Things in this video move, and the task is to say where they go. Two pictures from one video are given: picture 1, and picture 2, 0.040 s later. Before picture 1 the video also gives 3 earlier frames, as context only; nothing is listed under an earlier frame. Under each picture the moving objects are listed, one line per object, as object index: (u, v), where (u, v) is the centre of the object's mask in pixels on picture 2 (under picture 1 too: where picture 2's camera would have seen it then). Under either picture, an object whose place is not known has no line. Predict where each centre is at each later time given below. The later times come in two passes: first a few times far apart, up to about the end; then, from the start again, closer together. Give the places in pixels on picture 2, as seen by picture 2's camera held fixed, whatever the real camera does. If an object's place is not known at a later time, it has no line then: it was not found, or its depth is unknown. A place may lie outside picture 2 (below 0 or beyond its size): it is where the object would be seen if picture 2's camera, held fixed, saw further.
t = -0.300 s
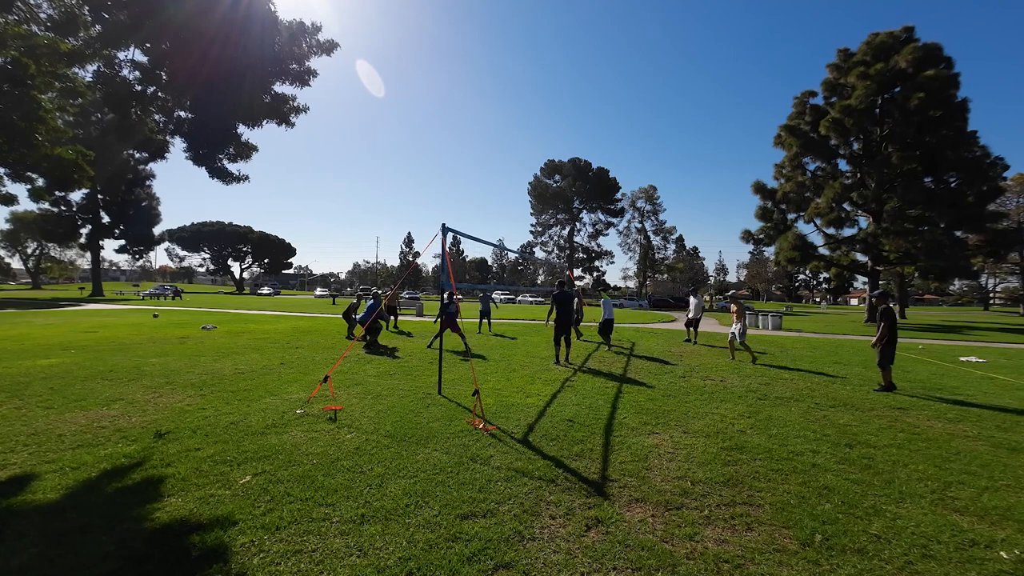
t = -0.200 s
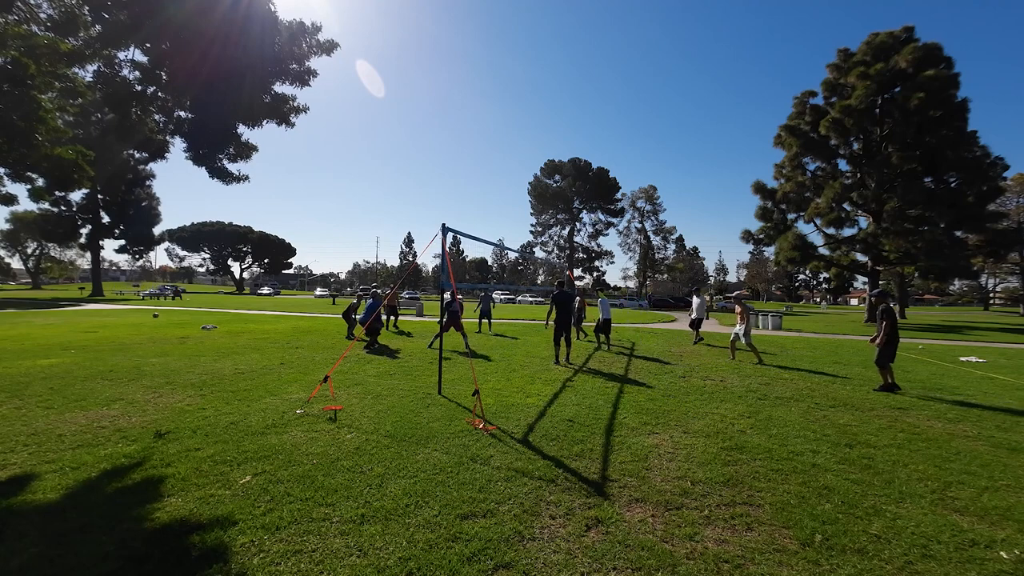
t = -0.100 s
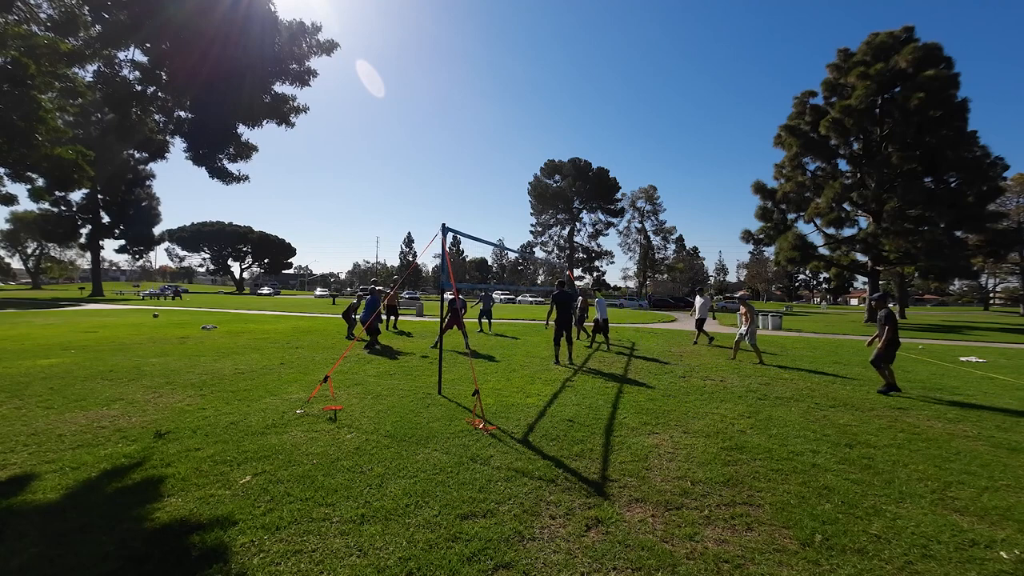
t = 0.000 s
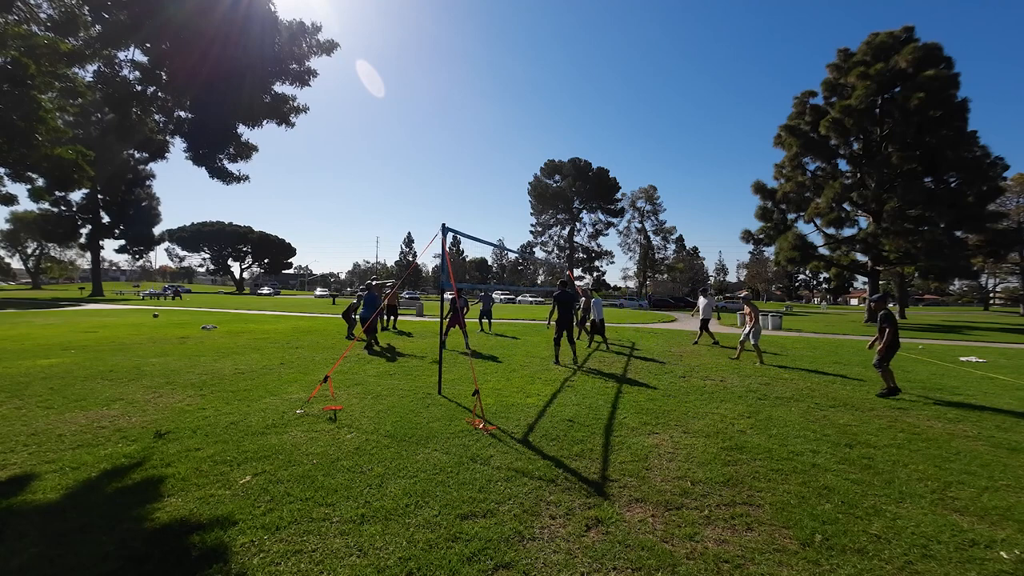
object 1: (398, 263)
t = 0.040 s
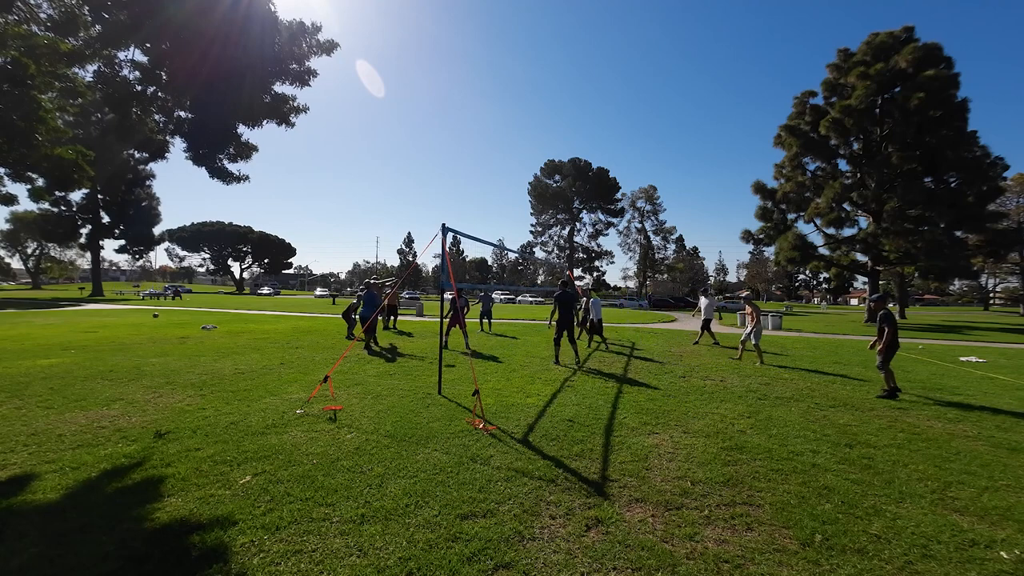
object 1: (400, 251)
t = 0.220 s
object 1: (411, 206)
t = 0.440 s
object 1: (423, 168)
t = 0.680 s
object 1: (435, 148)
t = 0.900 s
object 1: (444, 148)
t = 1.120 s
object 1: (453, 163)
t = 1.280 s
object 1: (459, 184)
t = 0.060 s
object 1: (401, 245)
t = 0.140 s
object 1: (406, 224)
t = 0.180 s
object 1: (409, 215)
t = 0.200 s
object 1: (410, 210)
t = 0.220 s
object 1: (411, 206)
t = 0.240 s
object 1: (412, 201)
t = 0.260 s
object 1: (414, 197)
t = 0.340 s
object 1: (418, 183)
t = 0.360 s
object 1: (419, 180)
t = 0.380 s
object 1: (420, 176)
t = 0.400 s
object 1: (421, 173)
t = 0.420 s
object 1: (422, 171)
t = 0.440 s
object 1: (423, 168)
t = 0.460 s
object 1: (424, 165)
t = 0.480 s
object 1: (425, 163)
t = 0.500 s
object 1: (426, 161)
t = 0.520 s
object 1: (427, 159)
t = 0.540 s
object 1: (428, 157)
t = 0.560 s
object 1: (429, 155)
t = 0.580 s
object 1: (430, 154)
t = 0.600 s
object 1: (431, 152)
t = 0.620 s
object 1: (432, 151)
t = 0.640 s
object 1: (433, 150)
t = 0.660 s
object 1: (434, 149)
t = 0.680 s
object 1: (435, 148)
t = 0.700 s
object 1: (436, 147)
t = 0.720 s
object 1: (436, 146)
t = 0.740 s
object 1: (437, 146)
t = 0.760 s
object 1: (438, 146)
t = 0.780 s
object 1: (439, 146)
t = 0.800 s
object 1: (440, 146)
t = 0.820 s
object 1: (441, 146)
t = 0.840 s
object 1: (442, 146)
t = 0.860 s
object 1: (443, 146)
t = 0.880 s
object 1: (443, 147)
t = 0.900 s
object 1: (444, 148)
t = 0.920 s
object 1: (445, 148)
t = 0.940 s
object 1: (446, 149)
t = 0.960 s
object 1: (447, 150)
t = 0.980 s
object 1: (448, 151)
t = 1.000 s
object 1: (448, 153)
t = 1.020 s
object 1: (449, 154)
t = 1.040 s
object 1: (450, 156)
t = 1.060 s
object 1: (451, 157)
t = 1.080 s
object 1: (452, 159)
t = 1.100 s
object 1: (452, 161)
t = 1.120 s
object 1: (453, 163)
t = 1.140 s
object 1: (454, 166)
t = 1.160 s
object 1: (455, 168)
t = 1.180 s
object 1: (456, 170)
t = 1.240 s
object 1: (458, 178)
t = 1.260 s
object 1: (459, 182)
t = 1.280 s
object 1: (459, 184)
